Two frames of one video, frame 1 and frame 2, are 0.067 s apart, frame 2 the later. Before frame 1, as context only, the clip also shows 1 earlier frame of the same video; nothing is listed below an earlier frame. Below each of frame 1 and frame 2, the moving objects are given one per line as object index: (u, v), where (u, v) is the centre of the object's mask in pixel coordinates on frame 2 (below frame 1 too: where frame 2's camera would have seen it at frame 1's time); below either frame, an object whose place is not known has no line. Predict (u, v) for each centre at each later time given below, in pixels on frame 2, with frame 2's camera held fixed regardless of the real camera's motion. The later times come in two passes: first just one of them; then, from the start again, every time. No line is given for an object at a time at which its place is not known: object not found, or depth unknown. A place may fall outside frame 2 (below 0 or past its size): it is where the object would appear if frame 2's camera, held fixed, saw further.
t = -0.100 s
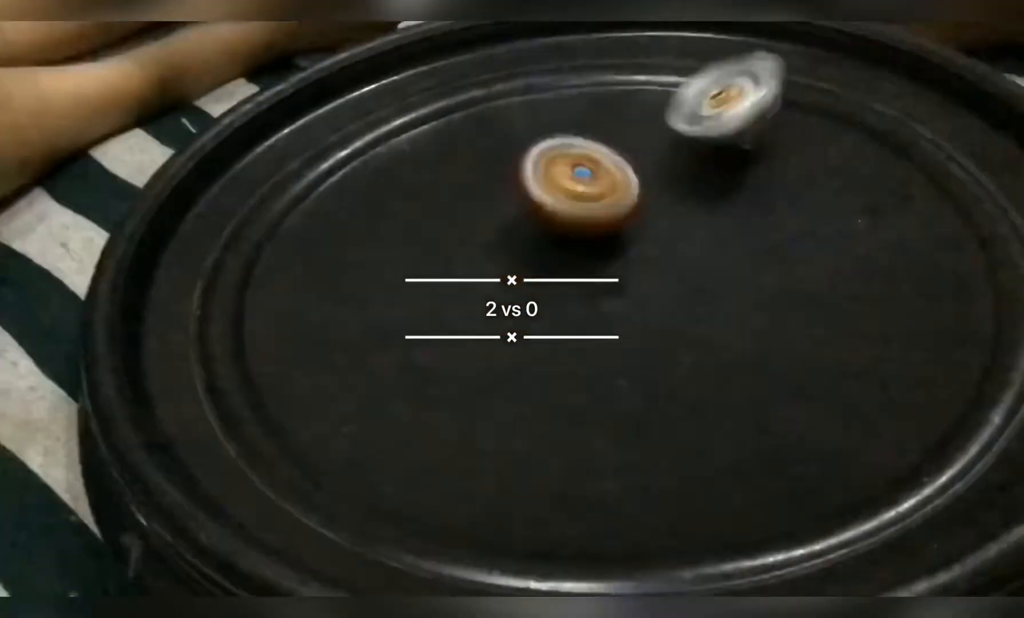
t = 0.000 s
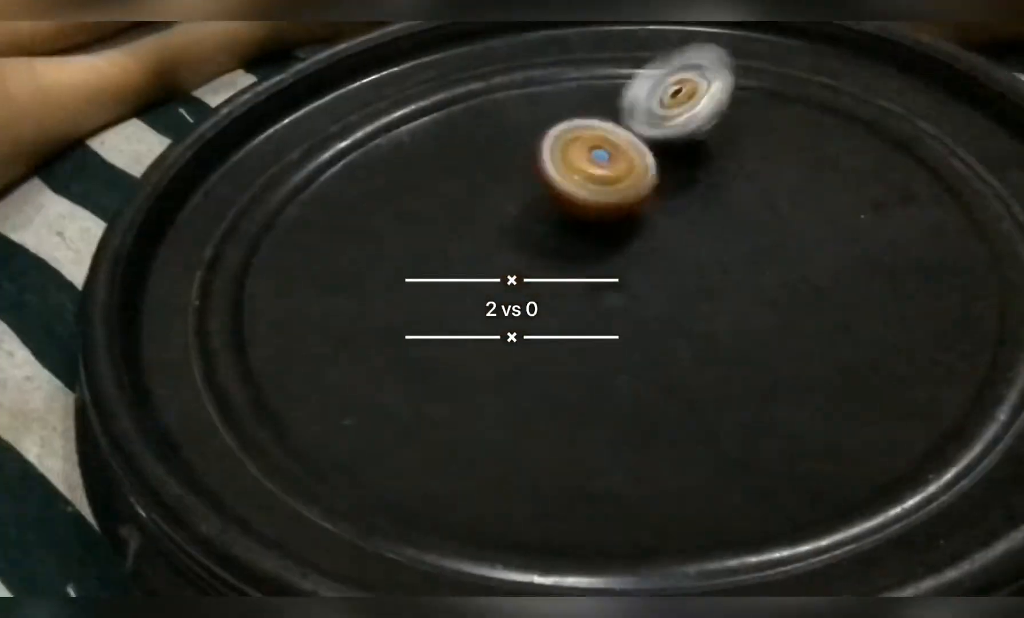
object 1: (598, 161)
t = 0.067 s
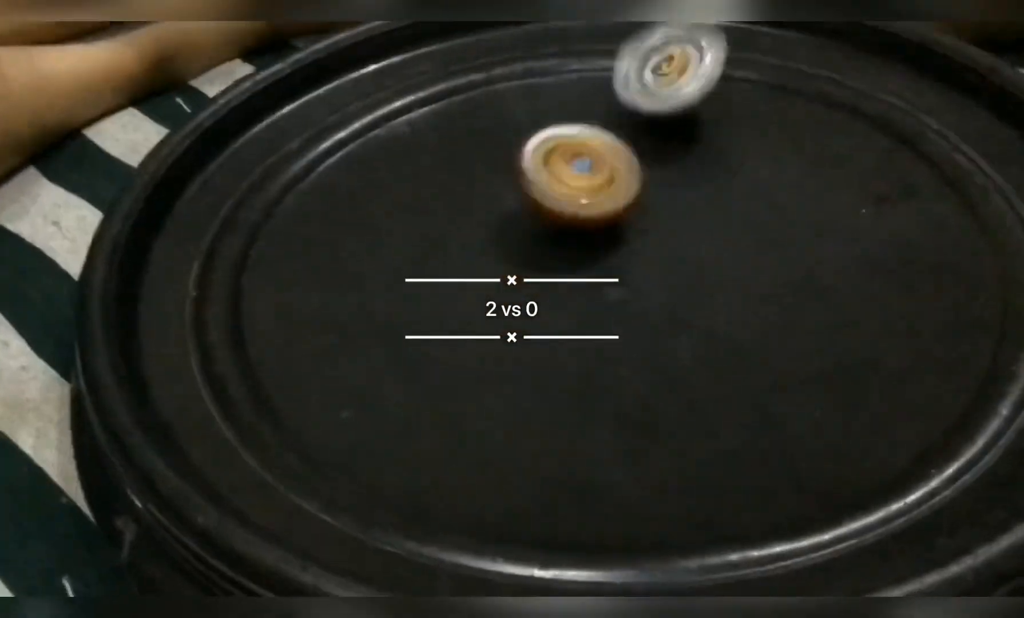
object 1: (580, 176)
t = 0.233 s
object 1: (543, 220)
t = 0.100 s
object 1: (568, 187)
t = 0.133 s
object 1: (559, 198)
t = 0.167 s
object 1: (550, 207)
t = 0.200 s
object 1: (545, 215)
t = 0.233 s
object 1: (543, 220)
